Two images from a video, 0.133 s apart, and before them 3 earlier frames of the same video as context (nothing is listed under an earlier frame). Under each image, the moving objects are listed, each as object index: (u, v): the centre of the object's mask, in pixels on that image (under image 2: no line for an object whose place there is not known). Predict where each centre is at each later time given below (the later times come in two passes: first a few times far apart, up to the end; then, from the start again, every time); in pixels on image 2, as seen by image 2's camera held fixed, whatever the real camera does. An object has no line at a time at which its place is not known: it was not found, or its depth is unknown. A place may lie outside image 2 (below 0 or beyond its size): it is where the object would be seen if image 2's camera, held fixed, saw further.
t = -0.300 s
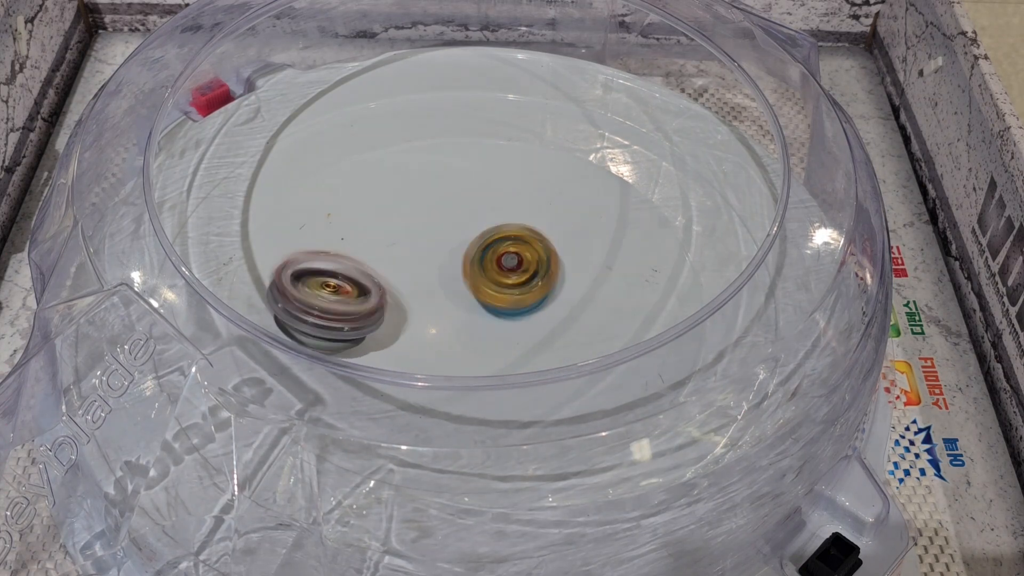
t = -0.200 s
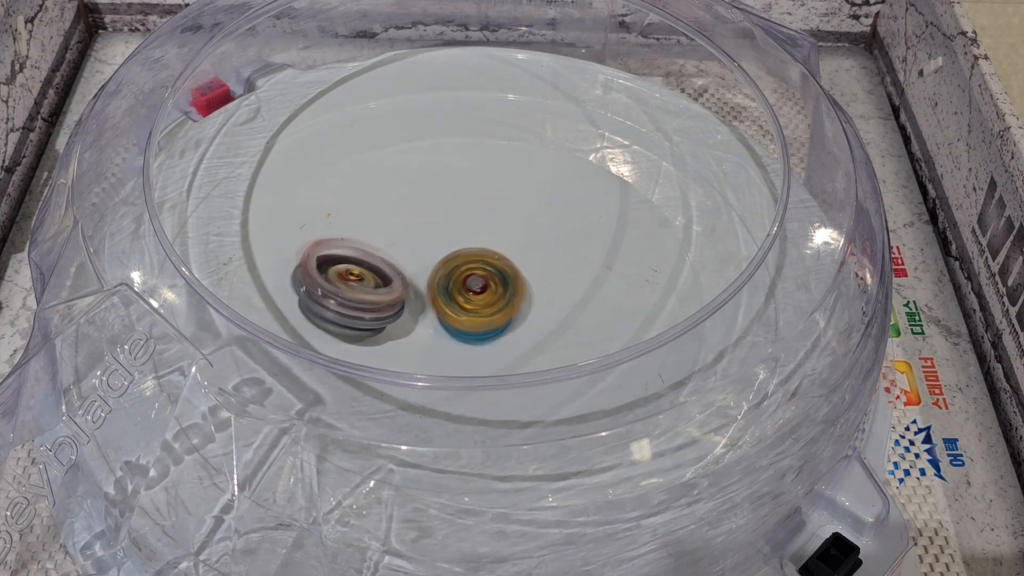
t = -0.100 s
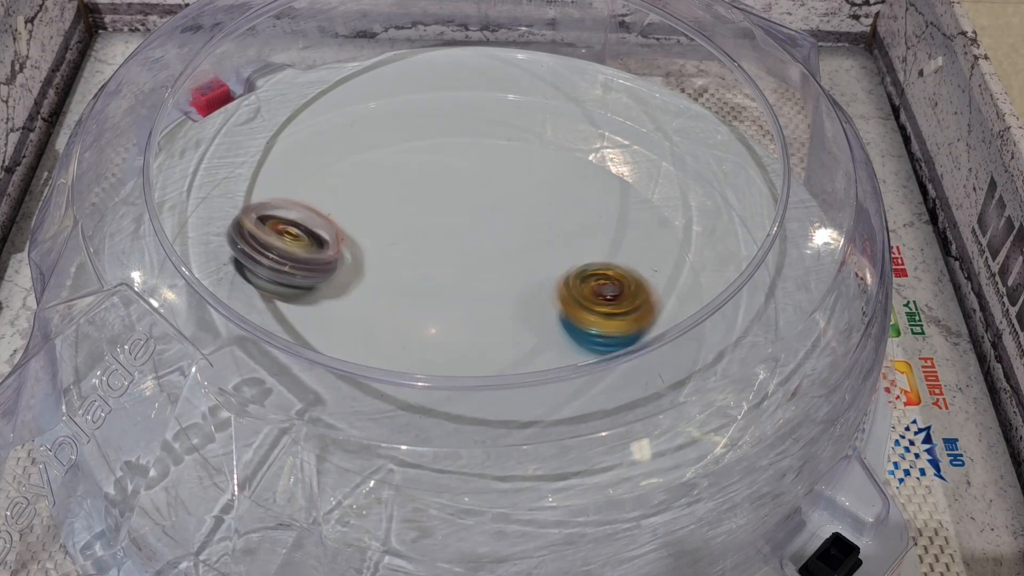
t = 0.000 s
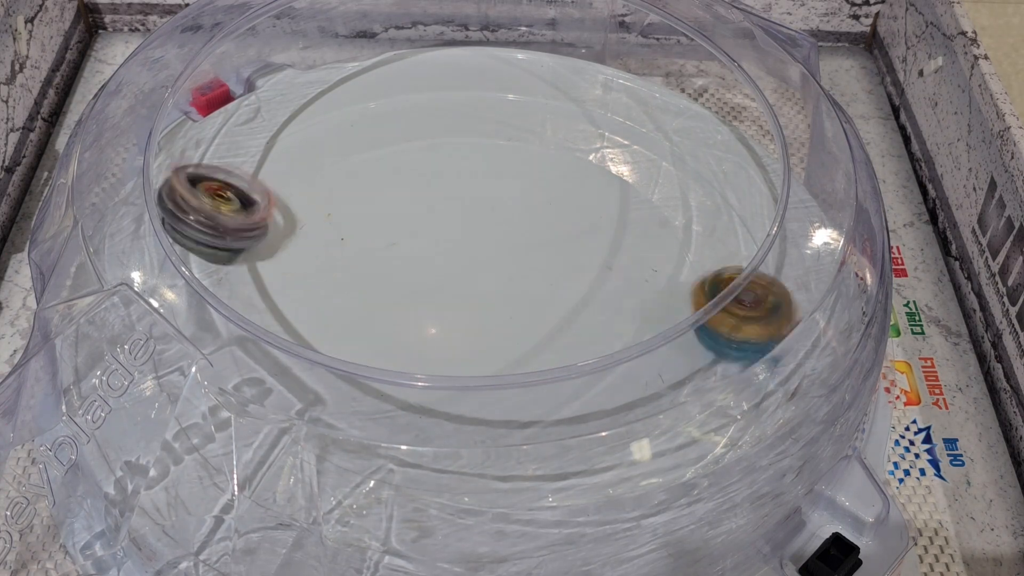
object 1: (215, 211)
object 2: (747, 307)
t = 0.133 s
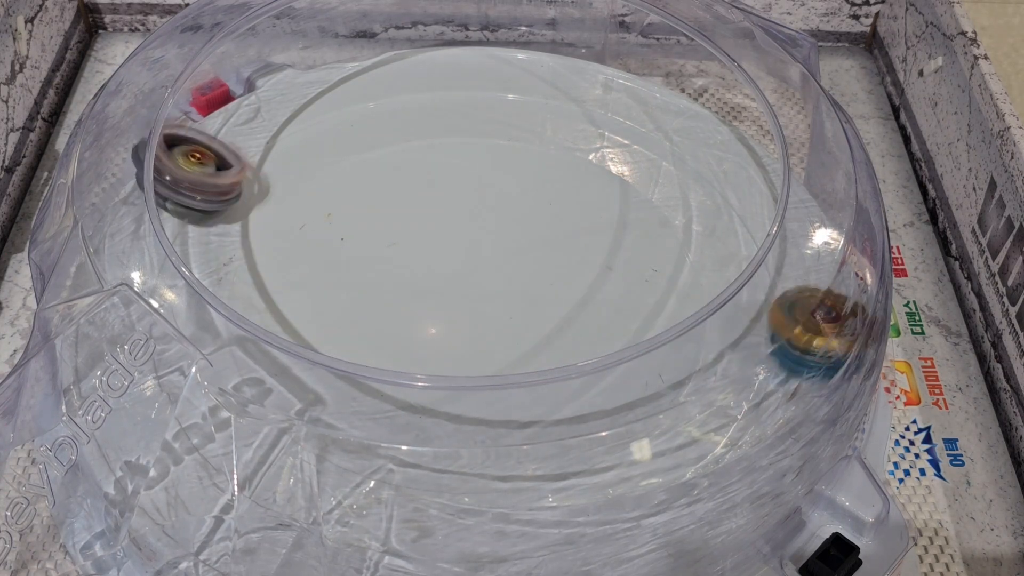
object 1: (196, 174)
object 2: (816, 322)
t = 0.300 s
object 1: (215, 133)
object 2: (795, 331)
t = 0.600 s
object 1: (321, 59)
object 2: (765, 339)
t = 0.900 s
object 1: (477, 42)
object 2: (598, 355)
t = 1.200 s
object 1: (627, 77)
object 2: (336, 238)
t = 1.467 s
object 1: (726, 155)
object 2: (368, 145)
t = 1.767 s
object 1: (695, 257)
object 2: (461, 193)
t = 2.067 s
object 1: (570, 356)
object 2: (433, 286)
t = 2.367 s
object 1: (475, 340)
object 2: (386, 255)
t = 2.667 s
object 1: (402, 320)
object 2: (499, 201)
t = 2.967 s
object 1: (389, 279)
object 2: (582, 231)
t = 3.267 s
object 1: (481, 235)
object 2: (503, 333)
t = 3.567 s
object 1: (520, 264)
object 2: (362, 325)
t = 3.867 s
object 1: (498, 325)
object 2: (383, 271)
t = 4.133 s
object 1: (461, 329)
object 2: (509, 257)
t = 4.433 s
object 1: (411, 290)
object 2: (562, 291)
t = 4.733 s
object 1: (406, 252)
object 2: (498, 326)
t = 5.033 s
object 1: (432, 227)
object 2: (450, 326)
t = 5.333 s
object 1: (509, 242)
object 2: (428, 351)
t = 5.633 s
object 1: (538, 306)
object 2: (422, 328)
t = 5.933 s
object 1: (472, 325)
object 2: (421, 254)
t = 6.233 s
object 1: (403, 293)
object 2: (499, 254)
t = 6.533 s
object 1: (423, 251)
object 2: (533, 318)
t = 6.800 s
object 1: (511, 250)
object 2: (482, 337)
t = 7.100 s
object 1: (528, 295)
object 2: (390, 301)
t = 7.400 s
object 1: (470, 325)
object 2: (374, 262)
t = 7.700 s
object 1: (451, 293)
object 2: (404, 195)
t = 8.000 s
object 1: (458, 289)
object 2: (462, 176)
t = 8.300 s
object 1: (466, 305)
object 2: (514, 233)
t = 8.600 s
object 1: (438, 312)
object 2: (558, 271)
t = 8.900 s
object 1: (444, 271)
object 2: (542, 321)
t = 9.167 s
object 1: (474, 265)
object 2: (505, 345)
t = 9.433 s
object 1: (477, 279)
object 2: (419, 346)
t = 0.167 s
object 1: (196, 165)
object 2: (819, 324)
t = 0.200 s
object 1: (196, 155)
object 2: (811, 327)
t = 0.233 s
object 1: (188, 142)
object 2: (805, 329)
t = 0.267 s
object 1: (204, 138)
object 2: (799, 330)
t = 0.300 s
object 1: (215, 133)
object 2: (795, 331)
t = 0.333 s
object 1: (226, 126)
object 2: (795, 333)
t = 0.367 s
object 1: (239, 121)
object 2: (795, 334)
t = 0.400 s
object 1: (251, 114)
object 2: (795, 335)
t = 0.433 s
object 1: (262, 107)
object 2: (791, 334)
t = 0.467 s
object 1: (274, 98)
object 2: (789, 333)
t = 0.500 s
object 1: (284, 88)
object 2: (787, 331)
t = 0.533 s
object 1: (295, 77)
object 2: (784, 330)
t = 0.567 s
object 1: (306, 66)
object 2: (778, 333)
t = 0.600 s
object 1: (321, 59)
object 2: (765, 339)
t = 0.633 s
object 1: (338, 58)
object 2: (750, 346)
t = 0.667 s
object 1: (356, 55)
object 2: (738, 347)
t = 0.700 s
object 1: (374, 52)
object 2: (727, 345)
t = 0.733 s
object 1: (391, 48)
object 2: (718, 346)
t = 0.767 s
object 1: (409, 44)
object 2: (698, 341)
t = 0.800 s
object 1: (427, 41)
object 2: (678, 344)
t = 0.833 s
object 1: (445, 40)
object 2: (656, 350)
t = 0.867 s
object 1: (462, 41)
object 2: (626, 348)
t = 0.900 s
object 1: (477, 42)
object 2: (598, 355)
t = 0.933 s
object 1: (494, 43)
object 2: (566, 360)
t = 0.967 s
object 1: (511, 46)
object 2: (531, 361)
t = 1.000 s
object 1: (528, 49)
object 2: (492, 358)
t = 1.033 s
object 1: (546, 53)
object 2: (454, 346)
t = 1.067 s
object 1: (564, 57)
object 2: (420, 337)
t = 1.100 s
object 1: (580, 61)
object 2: (385, 318)
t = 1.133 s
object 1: (596, 66)
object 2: (361, 293)
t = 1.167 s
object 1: (613, 72)
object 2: (345, 265)
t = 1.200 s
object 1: (627, 77)
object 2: (336, 238)
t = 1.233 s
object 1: (641, 86)
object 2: (334, 215)
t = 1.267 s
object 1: (656, 95)
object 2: (336, 196)
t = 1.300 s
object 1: (670, 105)
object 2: (338, 181)
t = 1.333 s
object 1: (684, 112)
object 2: (342, 168)
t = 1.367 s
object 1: (696, 120)
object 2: (348, 158)
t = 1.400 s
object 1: (707, 132)
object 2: (355, 151)
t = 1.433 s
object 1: (718, 144)
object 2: (362, 147)
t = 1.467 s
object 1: (726, 155)
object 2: (368, 145)
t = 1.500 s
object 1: (730, 167)
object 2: (376, 143)
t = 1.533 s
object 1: (733, 179)
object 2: (384, 142)
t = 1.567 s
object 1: (734, 189)
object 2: (394, 144)
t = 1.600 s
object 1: (732, 198)
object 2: (404, 148)
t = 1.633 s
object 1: (726, 208)
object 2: (413, 153)
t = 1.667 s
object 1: (719, 220)
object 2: (424, 159)
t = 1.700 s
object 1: (713, 233)
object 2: (437, 168)
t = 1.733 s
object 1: (704, 244)
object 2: (449, 180)
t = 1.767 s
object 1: (695, 257)
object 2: (461, 193)
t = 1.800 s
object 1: (683, 272)
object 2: (473, 207)
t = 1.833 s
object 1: (672, 283)
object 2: (486, 223)
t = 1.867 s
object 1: (652, 293)
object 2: (499, 243)
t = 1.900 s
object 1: (631, 303)
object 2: (510, 262)
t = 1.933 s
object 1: (608, 312)
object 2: (514, 282)
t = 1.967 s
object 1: (594, 318)
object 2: (502, 291)
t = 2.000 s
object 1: (589, 340)
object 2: (473, 288)
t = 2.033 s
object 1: (582, 352)
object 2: (450, 286)
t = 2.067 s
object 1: (570, 356)
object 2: (433, 286)
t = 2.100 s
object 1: (557, 359)
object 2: (423, 288)
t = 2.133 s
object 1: (544, 359)
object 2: (419, 288)
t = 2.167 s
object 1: (533, 359)
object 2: (417, 291)
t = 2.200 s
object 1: (517, 355)
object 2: (414, 294)
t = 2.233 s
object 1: (502, 342)
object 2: (410, 295)
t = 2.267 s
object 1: (487, 336)
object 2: (406, 294)
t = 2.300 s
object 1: (484, 338)
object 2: (395, 279)
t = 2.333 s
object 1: (483, 340)
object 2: (387, 265)
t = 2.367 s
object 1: (475, 340)
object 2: (386, 255)
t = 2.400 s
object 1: (472, 339)
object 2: (389, 247)
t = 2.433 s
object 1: (466, 335)
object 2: (397, 242)
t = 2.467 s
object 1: (459, 333)
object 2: (406, 241)
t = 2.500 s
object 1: (453, 329)
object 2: (414, 241)
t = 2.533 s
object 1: (445, 325)
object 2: (424, 240)
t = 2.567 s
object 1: (438, 318)
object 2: (437, 237)
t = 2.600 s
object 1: (425, 320)
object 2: (458, 221)
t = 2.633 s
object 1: (412, 320)
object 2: (478, 209)
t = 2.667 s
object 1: (402, 320)
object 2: (499, 201)
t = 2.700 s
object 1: (390, 319)
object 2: (518, 197)
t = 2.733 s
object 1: (384, 316)
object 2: (533, 196)
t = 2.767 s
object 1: (376, 312)
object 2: (545, 197)
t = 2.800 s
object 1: (373, 307)
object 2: (555, 200)
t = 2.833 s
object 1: (373, 302)
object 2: (564, 202)
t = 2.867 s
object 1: (373, 297)
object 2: (571, 207)
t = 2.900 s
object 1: (377, 291)
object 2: (578, 213)
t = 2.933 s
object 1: (382, 286)
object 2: (582, 221)
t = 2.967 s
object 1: (389, 279)
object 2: (582, 231)
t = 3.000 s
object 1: (399, 275)
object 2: (582, 240)
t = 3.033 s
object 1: (406, 271)
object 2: (581, 250)
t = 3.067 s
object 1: (418, 262)
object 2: (577, 263)
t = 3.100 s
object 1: (430, 258)
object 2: (571, 276)
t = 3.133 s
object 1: (440, 254)
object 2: (561, 289)
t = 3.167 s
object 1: (453, 247)
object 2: (550, 301)
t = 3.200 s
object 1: (463, 243)
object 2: (538, 314)
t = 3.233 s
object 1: (471, 240)
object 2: (522, 325)
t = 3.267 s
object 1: (481, 235)
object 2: (503, 333)
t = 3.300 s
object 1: (489, 235)
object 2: (483, 338)
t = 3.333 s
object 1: (495, 235)
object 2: (463, 340)
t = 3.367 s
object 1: (501, 233)
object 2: (446, 341)
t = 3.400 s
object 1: (506, 237)
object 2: (427, 341)
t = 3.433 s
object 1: (511, 241)
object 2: (409, 339)
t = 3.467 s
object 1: (514, 244)
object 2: (394, 336)
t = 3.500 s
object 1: (516, 251)
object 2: (382, 333)
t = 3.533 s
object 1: (520, 257)
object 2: (372, 329)
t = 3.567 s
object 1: (520, 264)
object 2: (362, 325)
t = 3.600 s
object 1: (519, 272)
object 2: (354, 320)
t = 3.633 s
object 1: (520, 281)
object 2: (349, 313)
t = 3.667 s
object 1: (520, 289)
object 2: (348, 307)
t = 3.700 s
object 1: (517, 298)
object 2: (349, 300)
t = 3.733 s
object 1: (514, 305)
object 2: (350, 295)
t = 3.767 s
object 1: (508, 310)
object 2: (355, 287)
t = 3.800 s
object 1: (505, 316)
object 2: (362, 282)
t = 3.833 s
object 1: (502, 320)
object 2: (372, 277)
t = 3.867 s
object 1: (498, 325)
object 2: (383, 271)
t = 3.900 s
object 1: (494, 327)
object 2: (396, 266)
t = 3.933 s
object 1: (489, 327)
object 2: (411, 262)
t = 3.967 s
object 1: (486, 329)
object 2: (427, 259)
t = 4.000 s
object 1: (482, 331)
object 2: (444, 257)
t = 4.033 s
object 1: (475, 331)
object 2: (460, 256)
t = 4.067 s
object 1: (471, 330)
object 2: (476, 255)
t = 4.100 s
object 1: (466, 328)
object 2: (494, 254)
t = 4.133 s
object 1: (461, 329)
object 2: (509, 257)
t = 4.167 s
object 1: (453, 327)
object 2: (520, 262)
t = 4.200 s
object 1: (445, 324)
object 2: (529, 263)
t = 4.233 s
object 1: (441, 319)
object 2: (539, 266)
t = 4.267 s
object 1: (436, 314)
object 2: (546, 269)
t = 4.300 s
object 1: (430, 311)
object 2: (552, 273)
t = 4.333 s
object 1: (425, 306)
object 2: (555, 277)
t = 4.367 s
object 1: (419, 300)
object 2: (559, 280)
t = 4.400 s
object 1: (415, 295)
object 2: (562, 285)
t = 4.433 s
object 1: (411, 290)
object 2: (562, 291)
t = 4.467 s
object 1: (408, 286)
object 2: (558, 296)
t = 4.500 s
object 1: (407, 283)
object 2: (555, 300)
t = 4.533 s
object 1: (404, 279)
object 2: (549, 306)
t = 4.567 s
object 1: (404, 274)
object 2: (540, 311)
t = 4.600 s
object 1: (403, 269)
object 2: (528, 315)
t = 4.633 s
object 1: (405, 265)
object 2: (517, 317)
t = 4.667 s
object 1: (408, 262)
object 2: (504, 318)
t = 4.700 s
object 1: (410, 260)
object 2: (495, 321)
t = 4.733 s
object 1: (406, 252)
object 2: (498, 326)
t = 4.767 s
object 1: (399, 243)
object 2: (498, 328)
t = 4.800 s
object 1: (398, 237)
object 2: (495, 331)
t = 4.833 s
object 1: (397, 229)
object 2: (488, 334)
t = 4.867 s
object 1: (402, 227)
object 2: (482, 335)
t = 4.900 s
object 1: (406, 222)
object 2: (476, 335)
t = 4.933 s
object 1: (411, 221)
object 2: (470, 335)
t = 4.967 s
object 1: (417, 221)
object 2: (461, 334)
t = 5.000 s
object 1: (423, 223)
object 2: (455, 330)
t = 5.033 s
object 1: (432, 227)
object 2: (450, 326)
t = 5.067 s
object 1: (439, 230)
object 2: (445, 323)
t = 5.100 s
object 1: (449, 233)
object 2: (442, 323)
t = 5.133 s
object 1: (458, 228)
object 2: (442, 336)
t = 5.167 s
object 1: (469, 227)
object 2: (439, 344)
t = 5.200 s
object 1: (478, 226)
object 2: (433, 347)
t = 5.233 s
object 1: (488, 229)
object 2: (432, 349)
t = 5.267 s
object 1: (495, 231)
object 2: (428, 350)
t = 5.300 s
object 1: (502, 238)
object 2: (427, 351)
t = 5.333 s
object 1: (509, 242)
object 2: (428, 351)
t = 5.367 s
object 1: (514, 250)
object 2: (428, 351)
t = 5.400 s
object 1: (521, 258)
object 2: (431, 351)
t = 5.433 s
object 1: (525, 268)
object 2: (435, 348)
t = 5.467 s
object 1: (531, 278)
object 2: (436, 345)
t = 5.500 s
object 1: (531, 288)
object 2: (443, 339)
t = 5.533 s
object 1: (536, 292)
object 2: (441, 338)
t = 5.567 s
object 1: (537, 298)
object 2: (434, 335)
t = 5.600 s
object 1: (539, 301)
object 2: (432, 330)
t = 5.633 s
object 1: (538, 306)
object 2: (422, 328)
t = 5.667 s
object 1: (541, 310)
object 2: (417, 320)
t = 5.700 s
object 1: (535, 312)
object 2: (410, 316)
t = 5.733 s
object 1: (530, 315)
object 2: (408, 306)
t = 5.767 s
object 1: (521, 317)
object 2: (407, 301)
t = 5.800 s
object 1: (512, 319)
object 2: (407, 290)
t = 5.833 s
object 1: (502, 321)
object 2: (410, 283)
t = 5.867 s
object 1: (492, 322)
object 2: (411, 274)
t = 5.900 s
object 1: (482, 323)
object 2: (418, 261)
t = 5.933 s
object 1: (472, 325)
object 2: (421, 254)
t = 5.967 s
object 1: (461, 326)
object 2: (432, 245)
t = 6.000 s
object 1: (452, 325)
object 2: (438, 241)
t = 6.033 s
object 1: (442, 323)
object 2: (448, 237)
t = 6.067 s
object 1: (429, 319)
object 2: (464, 235)
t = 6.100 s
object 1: (424, 317)
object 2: (467, 235)
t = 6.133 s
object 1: (417, 312)
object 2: (478, 238)
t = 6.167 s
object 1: (410, 302)
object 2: (491, 245)
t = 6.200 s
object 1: (407, 300)
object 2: (495, 246)
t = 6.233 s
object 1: (403, 293)
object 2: (499, 254)
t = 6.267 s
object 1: (403, 282)
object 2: (506, 266)
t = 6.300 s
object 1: (403, 279)
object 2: (508, 272)
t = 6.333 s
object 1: (404, 276)
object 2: (510, 279)
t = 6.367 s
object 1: (403, 263)
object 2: (523, 291)
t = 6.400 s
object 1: (402, 265)
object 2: (526, 295)
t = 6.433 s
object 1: (403, 258)
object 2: (530, 303)
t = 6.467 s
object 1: (413, 255)
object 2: (531, 311)
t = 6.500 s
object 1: (414, 252)
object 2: (533, 315)
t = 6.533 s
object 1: (423, 251)
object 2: (533, 318)
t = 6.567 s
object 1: (438, 250)
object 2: (530, 326)
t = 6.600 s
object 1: (442, 249)
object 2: (528, 327)
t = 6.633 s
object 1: (452, 252)
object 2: (522, 330)
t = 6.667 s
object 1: (470, 251)
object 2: (514, 332)
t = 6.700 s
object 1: (472, 252)
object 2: (511, 333)
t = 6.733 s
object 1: (482, 250)
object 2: (503, 332)
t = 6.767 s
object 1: (501, 250)
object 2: (494, 335)
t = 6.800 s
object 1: (511, 250)
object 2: (482, 337)
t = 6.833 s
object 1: (515, 254)
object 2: (478, 337)
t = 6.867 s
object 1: (523, 256)
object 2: (462, 335)
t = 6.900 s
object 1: (525, 261)
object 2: (455, 332)
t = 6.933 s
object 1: (527, 264)
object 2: (449, 329)
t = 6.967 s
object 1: (527, 273)
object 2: (437, 323)
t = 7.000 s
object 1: (525, 280)
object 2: (426, 318)
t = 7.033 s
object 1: (526, 283)
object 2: (425, 316)
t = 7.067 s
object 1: (528, 290)
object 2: (401, 309)
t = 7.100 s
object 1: (528, 295)
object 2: (390, 301)
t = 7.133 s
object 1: (527, 300)
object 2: (385, 298)
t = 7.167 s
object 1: (520, 305)
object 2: (375, 294)
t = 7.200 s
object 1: (513, 312)
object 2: (373, 286)
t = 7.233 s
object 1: (509, 311)
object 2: (371, 285)
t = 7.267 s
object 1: (498, 319)
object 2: (374, 281)
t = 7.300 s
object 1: (490, 319)
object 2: (376, 278)
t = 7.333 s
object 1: (485, 319)
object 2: (377, 277)
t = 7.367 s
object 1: (469, 319)
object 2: (382, 274)
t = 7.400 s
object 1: (470, 325)
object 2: (374, 262)
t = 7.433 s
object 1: (471, 327)
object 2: (372, 251)
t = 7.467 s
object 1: (471, 331)
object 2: (368, 228)
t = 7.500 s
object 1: (468, 326)
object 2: (371, 213)
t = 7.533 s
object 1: (469, 325)
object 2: (371, 209)
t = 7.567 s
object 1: (466, 320)
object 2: (379, 202)
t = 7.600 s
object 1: (463, 315)
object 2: (385, 197)
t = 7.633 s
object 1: (459, 312)
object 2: (389, 195)
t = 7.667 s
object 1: (454, 304)
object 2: (396, 196)
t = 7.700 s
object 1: (451, 293)
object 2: (404, 195)
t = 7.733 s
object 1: (452, 286)
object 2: (412, 197)
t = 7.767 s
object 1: (450, 281)
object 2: (422, 199)
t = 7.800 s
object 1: (448, 278)
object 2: (427, 196)
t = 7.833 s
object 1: (449, 277)
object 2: (435, 188)
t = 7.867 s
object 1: (451, 281)
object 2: (444, 180)
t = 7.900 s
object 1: (454, 286)
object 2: (449, 177)
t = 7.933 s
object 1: (456, 285)
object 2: (457, 174)
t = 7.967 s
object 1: (458, 287)
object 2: (459, 173)
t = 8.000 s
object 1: (458, 289)
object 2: (462, 176)
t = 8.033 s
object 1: (464, 288)
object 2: (469, 177)
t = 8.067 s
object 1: (469, 291)
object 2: (473, 178)
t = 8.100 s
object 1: (469, 295)
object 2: (477, 182)
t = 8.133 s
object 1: (474, 296)
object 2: (482, 188)
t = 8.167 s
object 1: (474, 298)
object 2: (487, 194)
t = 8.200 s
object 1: (473, 299)
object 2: (494, 204)
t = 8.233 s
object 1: (475, 303)
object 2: (499, 214)
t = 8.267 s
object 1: (473, 306)
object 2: (506, 228)
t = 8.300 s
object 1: (466, 305)
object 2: (514, 233)
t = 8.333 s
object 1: (464, 308)
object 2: (521, 239)
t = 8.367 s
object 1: (457, 318)
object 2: (529, 243)
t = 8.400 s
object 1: (450, 316)
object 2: (540, 245)
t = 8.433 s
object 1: (448, 317)
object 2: (545, 249)
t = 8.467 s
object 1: (443, 319)
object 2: (552, 254)
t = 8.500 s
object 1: (442, 316)
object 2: (556, 256)
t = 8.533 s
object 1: (439, 314)
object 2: (557, 260)
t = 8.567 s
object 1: (437, 312)
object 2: (559, 265)
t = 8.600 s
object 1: (438, 312)
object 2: (558, 271)
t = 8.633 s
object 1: (437, 306)
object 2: (557, 277)
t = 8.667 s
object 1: (438, 302)
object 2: (555, 283)
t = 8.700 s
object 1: (439, 300)
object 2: (550, 290)
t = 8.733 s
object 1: (439, 295)
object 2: (546, 297)
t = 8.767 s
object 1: (440, 289)
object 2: (542, 302)
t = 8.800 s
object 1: (440, 286)
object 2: (540, 307)
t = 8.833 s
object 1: (438, 276)
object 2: (545, 312)
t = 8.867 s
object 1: (443, 272)
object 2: (545, 316)
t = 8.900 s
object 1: (444, 271)
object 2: (542, 321)
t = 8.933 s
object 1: (444, 266)
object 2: (539, 326)
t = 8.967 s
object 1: (450, 264)
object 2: (538, 329)
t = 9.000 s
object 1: (456, 265)
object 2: (535, 331)
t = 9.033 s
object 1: (457, 266)
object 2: (530, 333)
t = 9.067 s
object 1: (461, 265)
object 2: (525, 335)
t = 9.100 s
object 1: (468, 266)
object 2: (518, 336)
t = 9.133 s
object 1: (471, 266)
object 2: (512, 340)
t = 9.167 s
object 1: (474, 265)
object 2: (505, 345)
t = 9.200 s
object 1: (480, 266)
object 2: (492, 348)
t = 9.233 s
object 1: (477, 270)
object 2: (482, 350)
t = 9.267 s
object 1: (475, 272)
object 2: (473, 351)
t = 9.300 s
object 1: (478, 272)
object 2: (461, 349)
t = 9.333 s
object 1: (479, 276)
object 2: (449, 349)
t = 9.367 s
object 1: (478, 276)
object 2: (440, 348)
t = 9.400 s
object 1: (478, 281)
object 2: (428, 347)
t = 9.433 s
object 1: (477, 279)
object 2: (419, 346)
